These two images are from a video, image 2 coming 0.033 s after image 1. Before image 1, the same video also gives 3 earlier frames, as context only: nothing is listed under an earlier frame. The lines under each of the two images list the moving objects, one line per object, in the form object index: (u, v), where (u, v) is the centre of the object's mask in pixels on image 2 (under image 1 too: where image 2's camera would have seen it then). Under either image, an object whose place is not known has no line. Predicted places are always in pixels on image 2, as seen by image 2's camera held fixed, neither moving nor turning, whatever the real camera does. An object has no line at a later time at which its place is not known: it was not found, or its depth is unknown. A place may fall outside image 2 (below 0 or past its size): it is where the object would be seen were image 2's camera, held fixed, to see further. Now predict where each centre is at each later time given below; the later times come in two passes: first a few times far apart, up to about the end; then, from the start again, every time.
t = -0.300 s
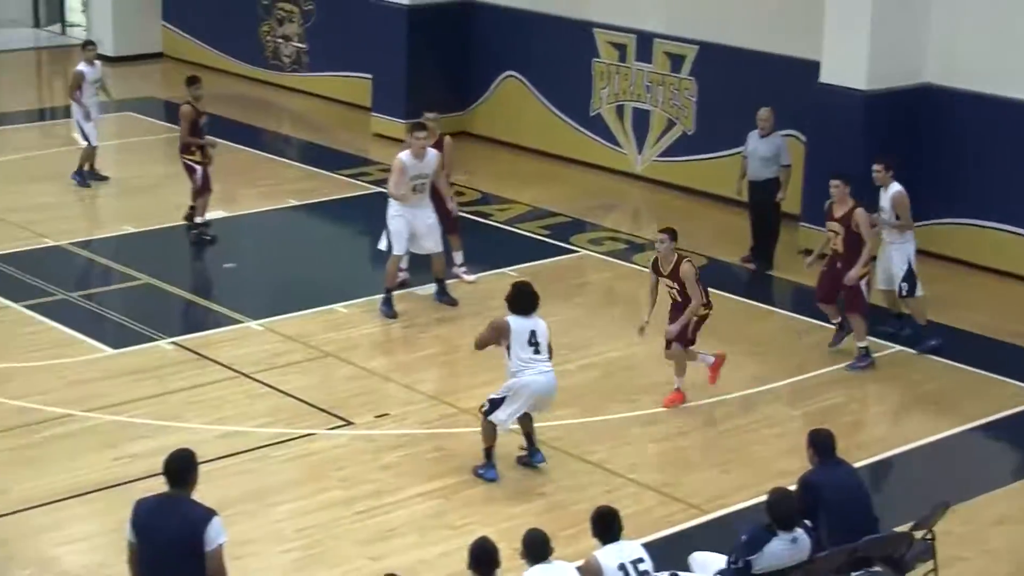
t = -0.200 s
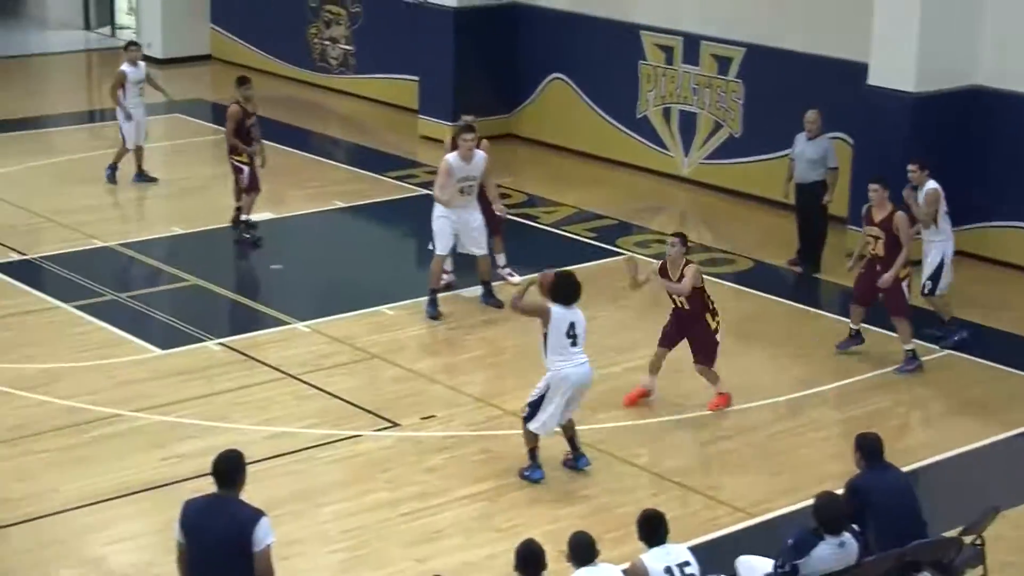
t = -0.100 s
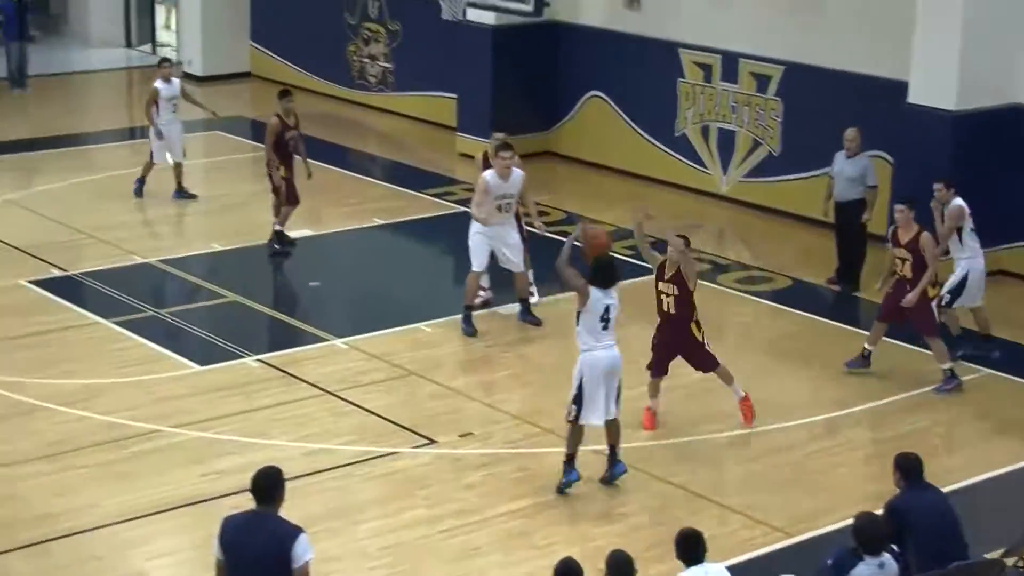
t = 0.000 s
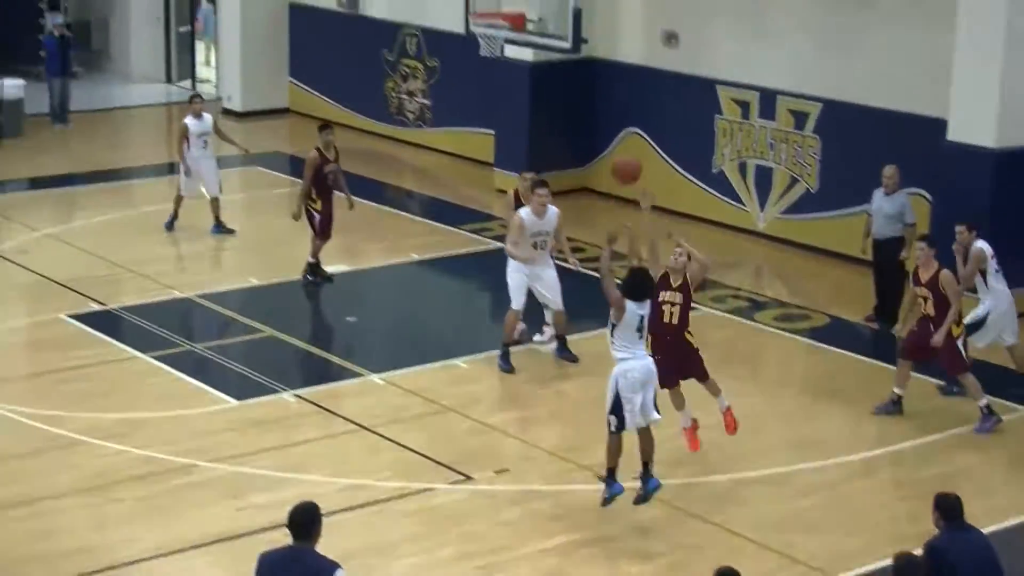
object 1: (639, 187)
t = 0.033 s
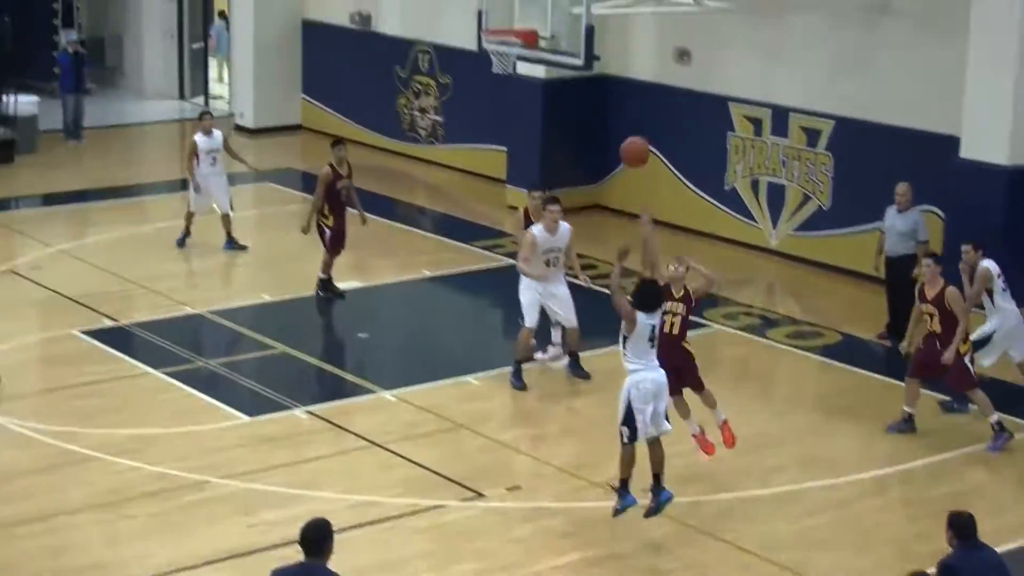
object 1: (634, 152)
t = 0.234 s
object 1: (614, -14)
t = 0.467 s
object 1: (592, -130)
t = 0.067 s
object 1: (631, 119)
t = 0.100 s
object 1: (628, 89)
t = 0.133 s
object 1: (624, 61)
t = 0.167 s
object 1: (621, 34)
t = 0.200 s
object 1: (617, 9)
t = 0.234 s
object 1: (614, -14)
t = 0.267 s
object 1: (610, -35)
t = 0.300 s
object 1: (607, -55)
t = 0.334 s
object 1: (604, -72)
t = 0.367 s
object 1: (600, -90)
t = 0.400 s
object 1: (598, -104)
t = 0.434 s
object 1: (596, -118)
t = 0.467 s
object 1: (592, -130)
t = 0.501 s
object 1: (589, -139)
